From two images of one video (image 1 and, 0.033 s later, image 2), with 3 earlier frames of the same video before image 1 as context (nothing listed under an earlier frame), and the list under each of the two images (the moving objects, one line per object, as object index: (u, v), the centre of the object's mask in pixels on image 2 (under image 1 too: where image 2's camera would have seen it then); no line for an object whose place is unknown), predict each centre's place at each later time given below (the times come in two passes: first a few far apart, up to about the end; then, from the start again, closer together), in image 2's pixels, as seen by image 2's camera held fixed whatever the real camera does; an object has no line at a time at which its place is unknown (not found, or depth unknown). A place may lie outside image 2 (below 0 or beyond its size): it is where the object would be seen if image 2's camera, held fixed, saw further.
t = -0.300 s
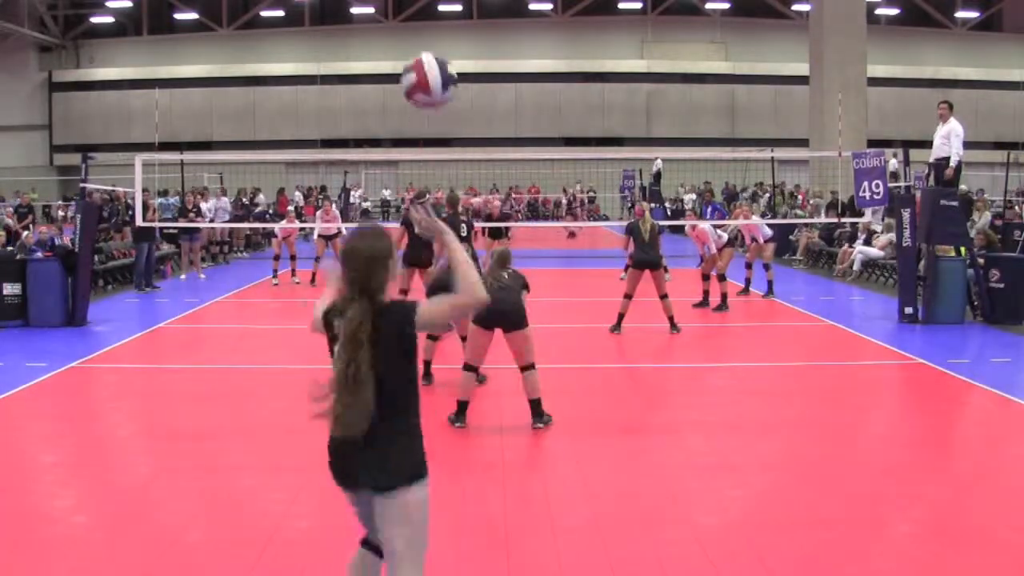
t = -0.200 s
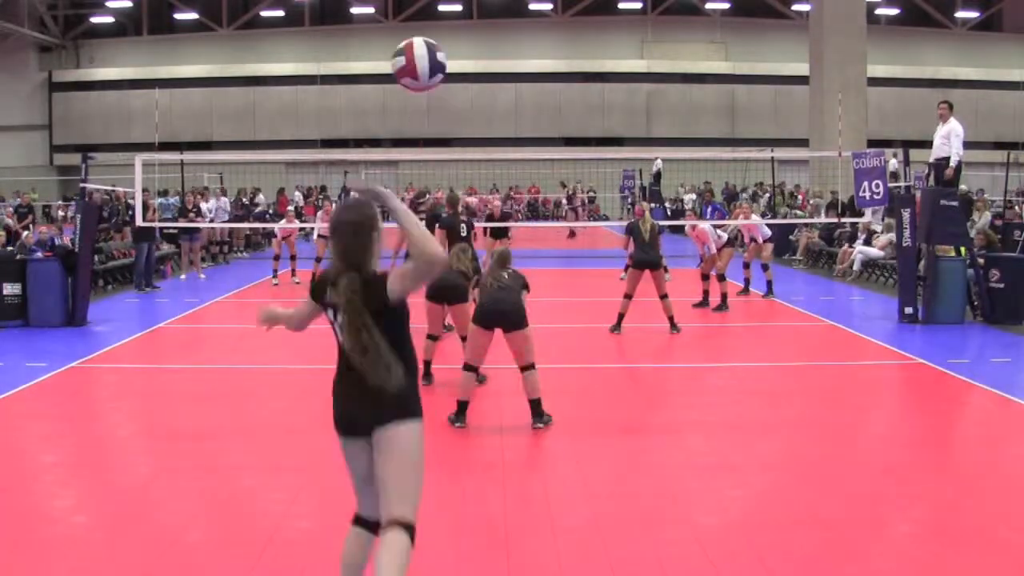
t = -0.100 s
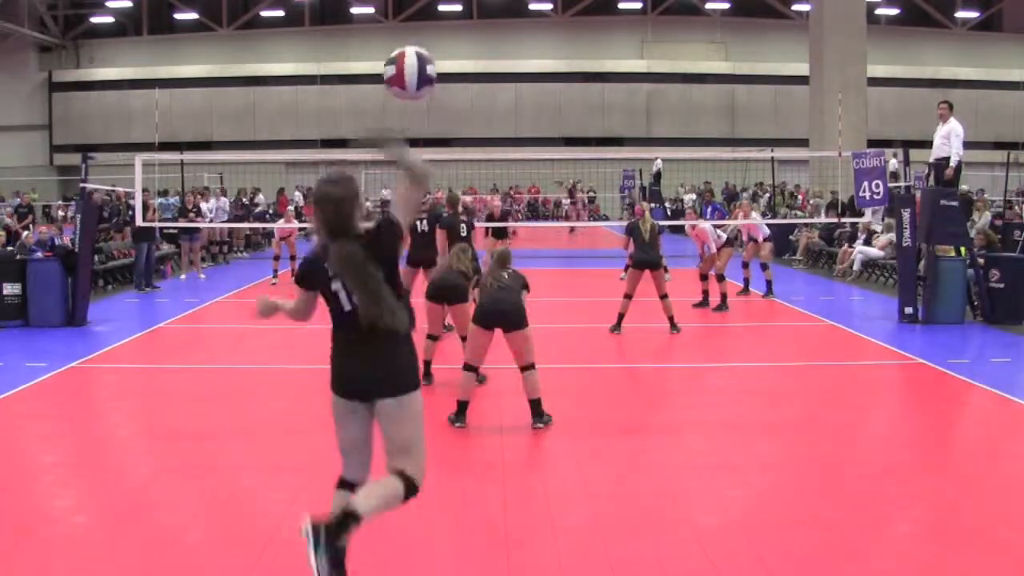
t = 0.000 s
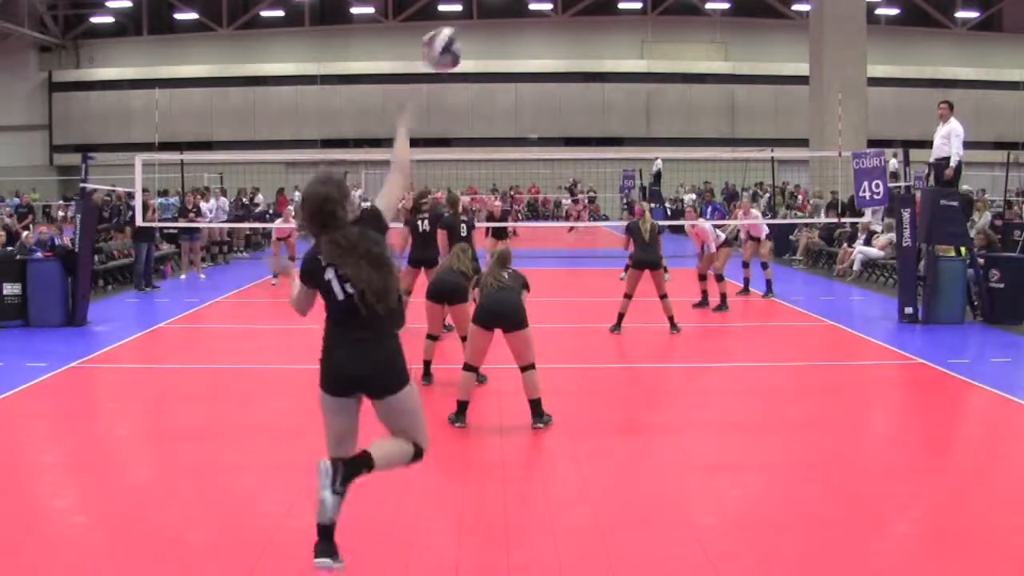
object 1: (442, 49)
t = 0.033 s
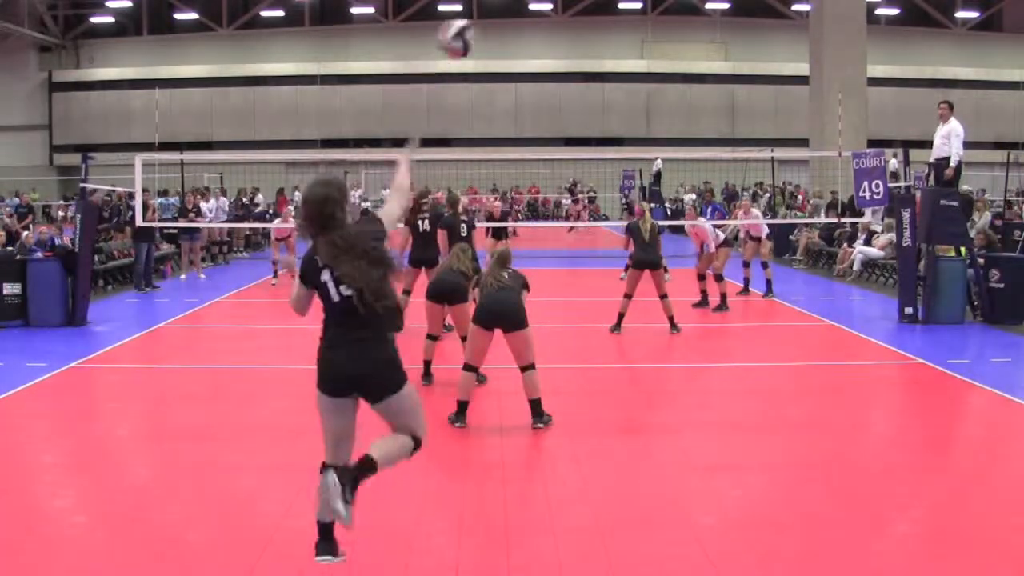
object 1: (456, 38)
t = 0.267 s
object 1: (511, 26)
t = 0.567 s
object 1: (541, 75)
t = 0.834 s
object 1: (552, 142)
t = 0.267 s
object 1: (511, 26)
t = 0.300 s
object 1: (515, 29)
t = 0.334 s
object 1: (520, 32)
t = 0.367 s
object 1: (523, 37)
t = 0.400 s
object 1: (527, 43)
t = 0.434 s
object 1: (530, 48)
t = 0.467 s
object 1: (534, 55)
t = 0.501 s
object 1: (537, 61)
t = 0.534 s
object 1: (540, 70)
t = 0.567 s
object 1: (541, 75)
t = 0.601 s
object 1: (544, 81)
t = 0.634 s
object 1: (545, 90)
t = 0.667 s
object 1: (547, 98)
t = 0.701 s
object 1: (547, 106)
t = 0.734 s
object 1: (547, 114)
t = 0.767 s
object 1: (548, 122)
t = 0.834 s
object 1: (552, 142)
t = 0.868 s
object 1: (554, 149)
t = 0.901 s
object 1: (555, 162)
